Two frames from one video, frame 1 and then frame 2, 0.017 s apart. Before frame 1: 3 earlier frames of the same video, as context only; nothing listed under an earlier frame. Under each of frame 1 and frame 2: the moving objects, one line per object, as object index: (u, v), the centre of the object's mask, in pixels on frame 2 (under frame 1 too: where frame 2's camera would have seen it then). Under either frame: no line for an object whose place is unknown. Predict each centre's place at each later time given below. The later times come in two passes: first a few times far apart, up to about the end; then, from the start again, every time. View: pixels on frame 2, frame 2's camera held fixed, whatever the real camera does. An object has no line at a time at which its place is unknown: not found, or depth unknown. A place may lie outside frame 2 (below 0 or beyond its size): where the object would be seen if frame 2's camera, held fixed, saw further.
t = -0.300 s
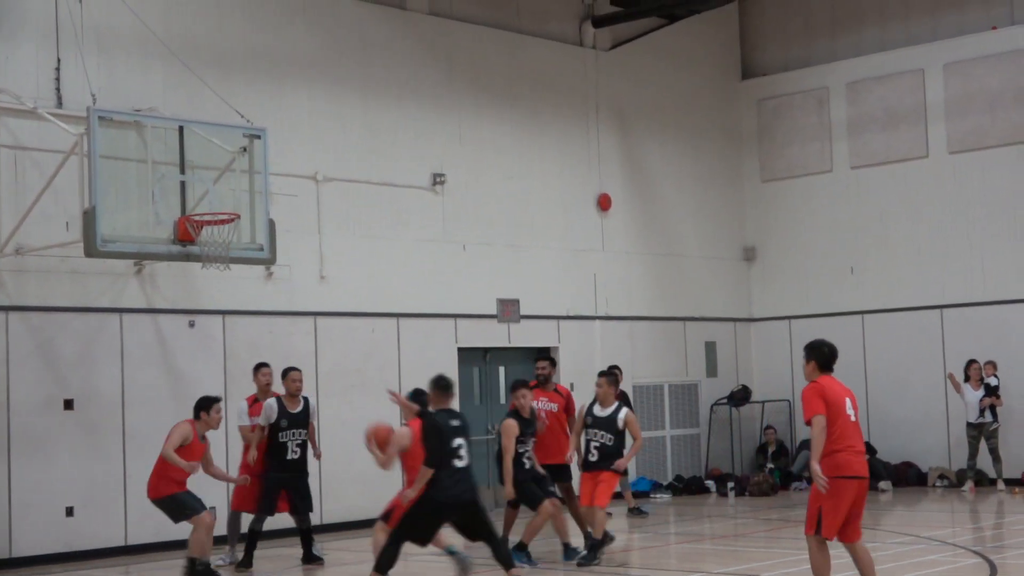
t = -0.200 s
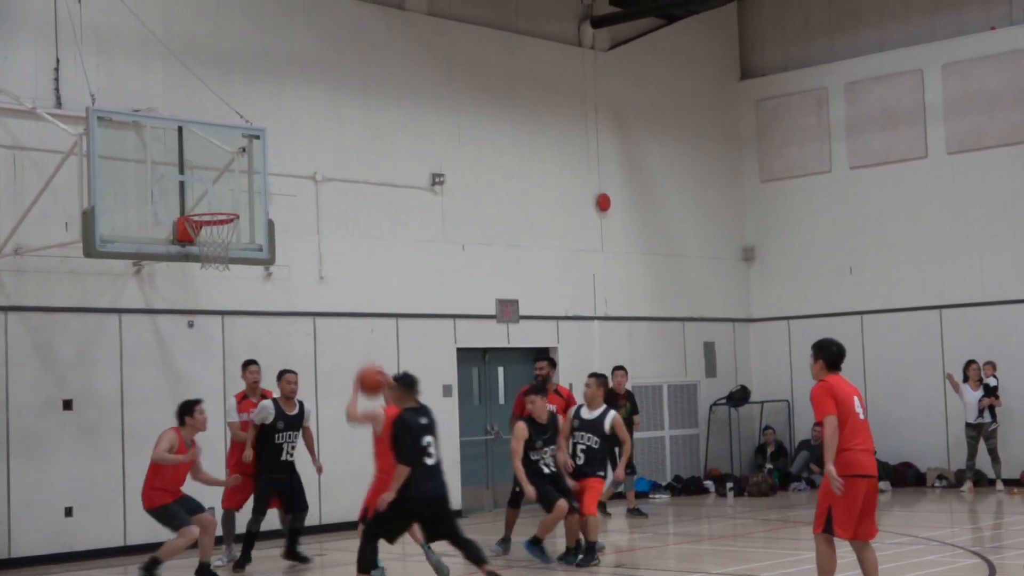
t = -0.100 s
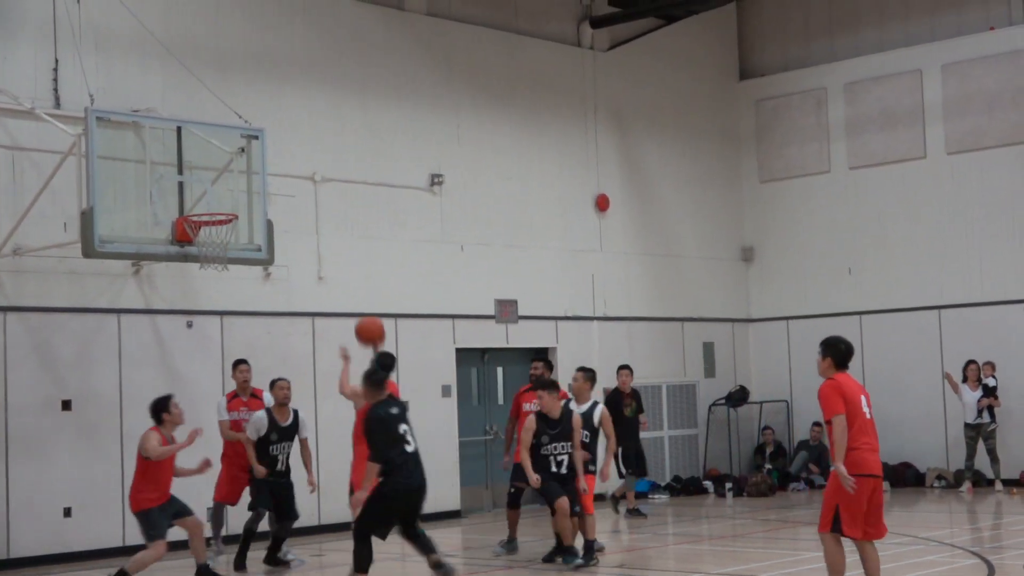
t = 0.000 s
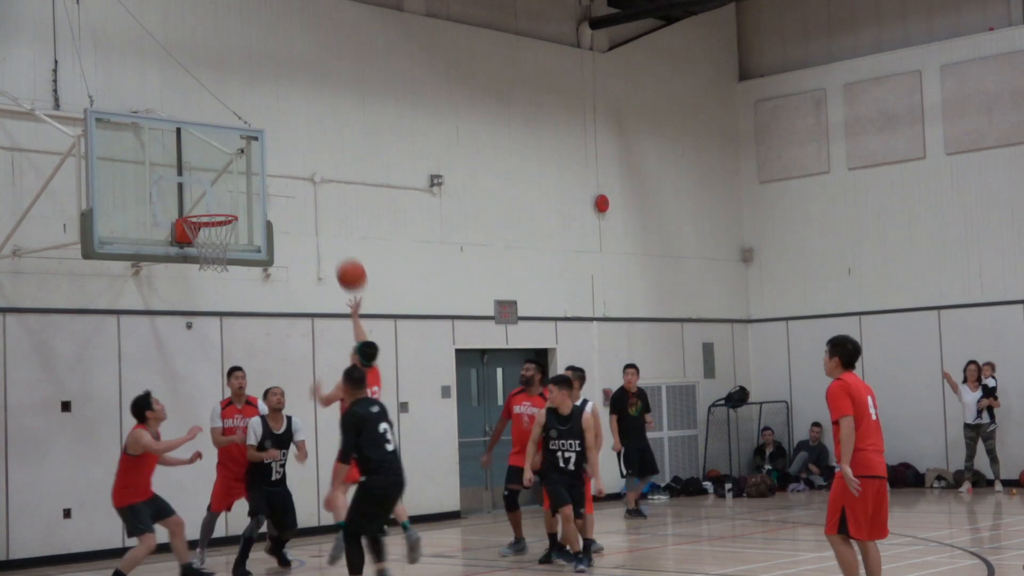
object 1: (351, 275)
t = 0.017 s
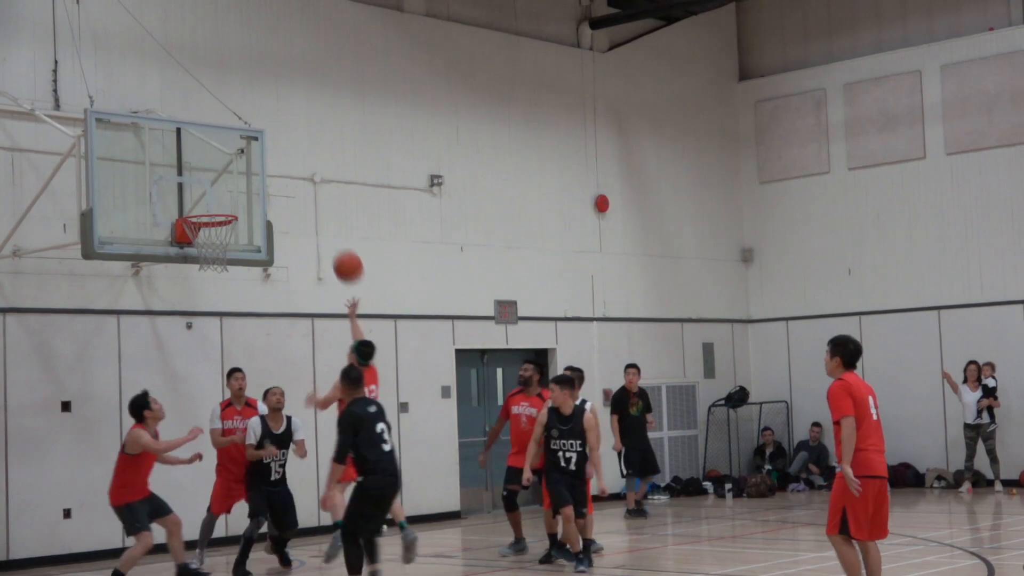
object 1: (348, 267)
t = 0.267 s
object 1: (297, 178)
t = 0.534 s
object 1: (249, 168)
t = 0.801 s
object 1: (263, 217)
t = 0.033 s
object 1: (344, 258)
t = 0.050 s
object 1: (341, 250)
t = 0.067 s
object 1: (337, 243)
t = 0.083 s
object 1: (334, 235)
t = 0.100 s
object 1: (330, 229)
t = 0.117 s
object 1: (327, 222)
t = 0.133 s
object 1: (323, 216)
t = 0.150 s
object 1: (320, 210)
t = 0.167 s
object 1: (317, 204)
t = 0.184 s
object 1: (313, 199)
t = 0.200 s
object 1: (310, 195)
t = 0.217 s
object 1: (307, 190)
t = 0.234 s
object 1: (303, 186)
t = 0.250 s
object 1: (300, 182)
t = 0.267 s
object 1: (297, 178)
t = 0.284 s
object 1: (293, 175)
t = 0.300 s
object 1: (290, 173)
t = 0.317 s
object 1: (287, 170)
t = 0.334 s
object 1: (284, 168)
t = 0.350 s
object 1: (281, 166)
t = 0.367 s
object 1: (278, 165)
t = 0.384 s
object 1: (275, 164)
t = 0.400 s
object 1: (272, 163)
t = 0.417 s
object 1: (269, 163)
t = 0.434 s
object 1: (266, 162)
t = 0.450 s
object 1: (263, 162)
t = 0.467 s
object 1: (260, 163)
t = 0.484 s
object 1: (257, 164)
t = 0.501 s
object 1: (255, 164)
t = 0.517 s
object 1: (252, 166)
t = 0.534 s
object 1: (249, 168)
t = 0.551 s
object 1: (246, 169)
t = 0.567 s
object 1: (243, 171)
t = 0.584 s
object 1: (241, 174)
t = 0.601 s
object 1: (238, 177)
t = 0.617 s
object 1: (235, 180)
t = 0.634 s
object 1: (233, 183)
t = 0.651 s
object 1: (235, 186)
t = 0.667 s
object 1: (238, 188)
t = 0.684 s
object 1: (242, 190)
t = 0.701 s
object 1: (244, 193)
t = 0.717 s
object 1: (248, 196)
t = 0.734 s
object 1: (250, 200)
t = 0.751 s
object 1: (254, 204)
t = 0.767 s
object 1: (257, 208)
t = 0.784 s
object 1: (260, 213)
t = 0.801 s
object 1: (263, 217)
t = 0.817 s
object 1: (266, 223)
